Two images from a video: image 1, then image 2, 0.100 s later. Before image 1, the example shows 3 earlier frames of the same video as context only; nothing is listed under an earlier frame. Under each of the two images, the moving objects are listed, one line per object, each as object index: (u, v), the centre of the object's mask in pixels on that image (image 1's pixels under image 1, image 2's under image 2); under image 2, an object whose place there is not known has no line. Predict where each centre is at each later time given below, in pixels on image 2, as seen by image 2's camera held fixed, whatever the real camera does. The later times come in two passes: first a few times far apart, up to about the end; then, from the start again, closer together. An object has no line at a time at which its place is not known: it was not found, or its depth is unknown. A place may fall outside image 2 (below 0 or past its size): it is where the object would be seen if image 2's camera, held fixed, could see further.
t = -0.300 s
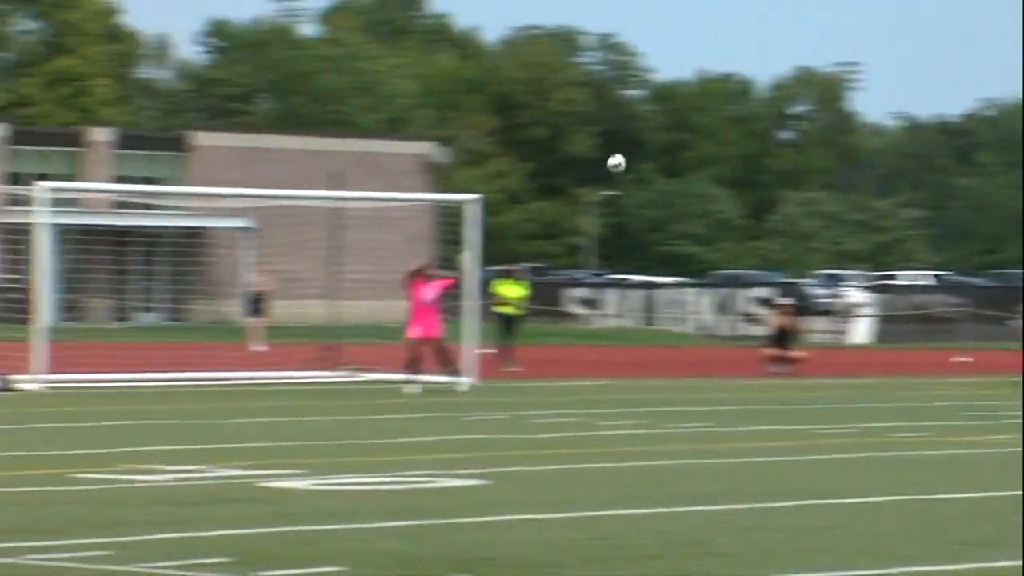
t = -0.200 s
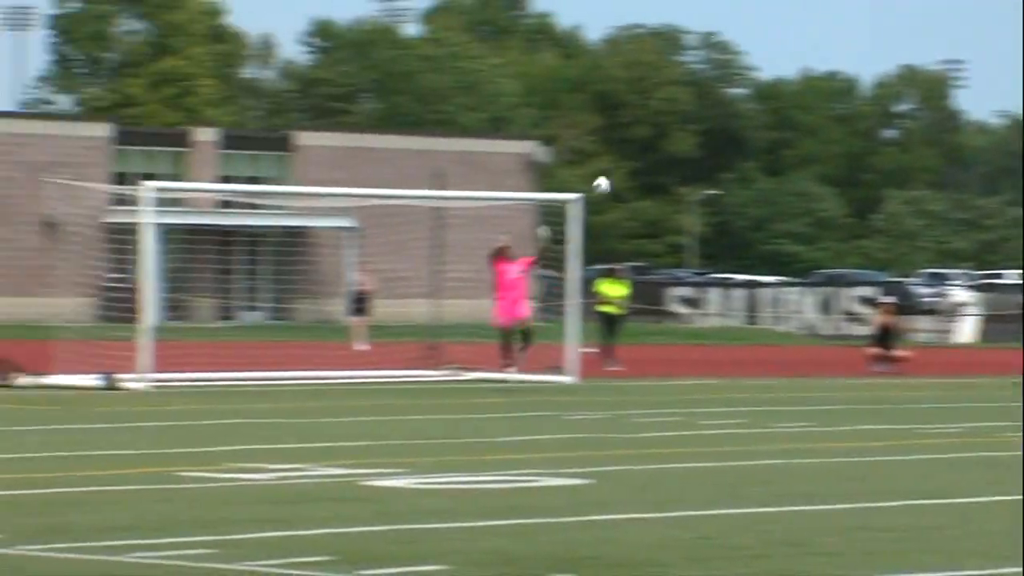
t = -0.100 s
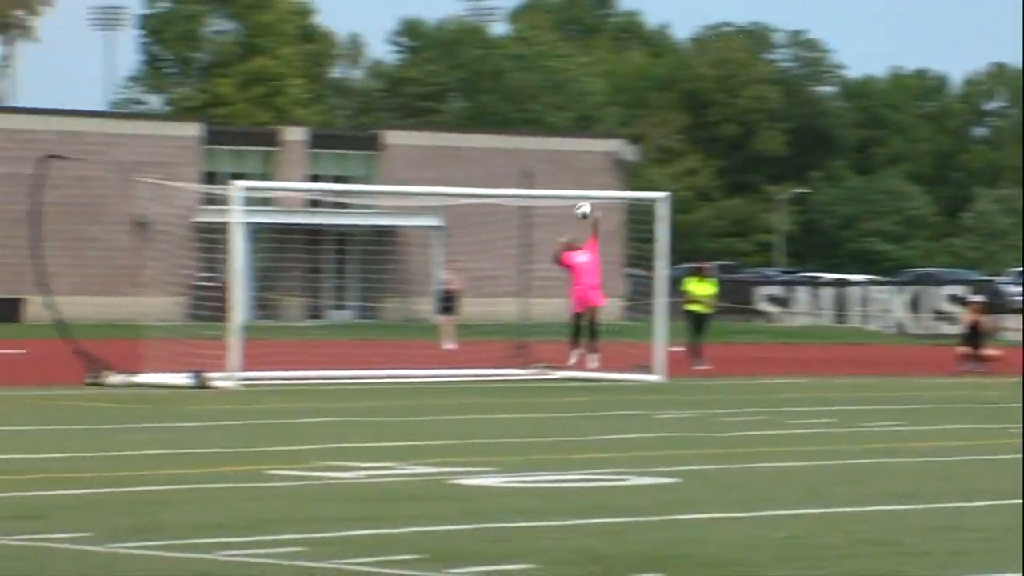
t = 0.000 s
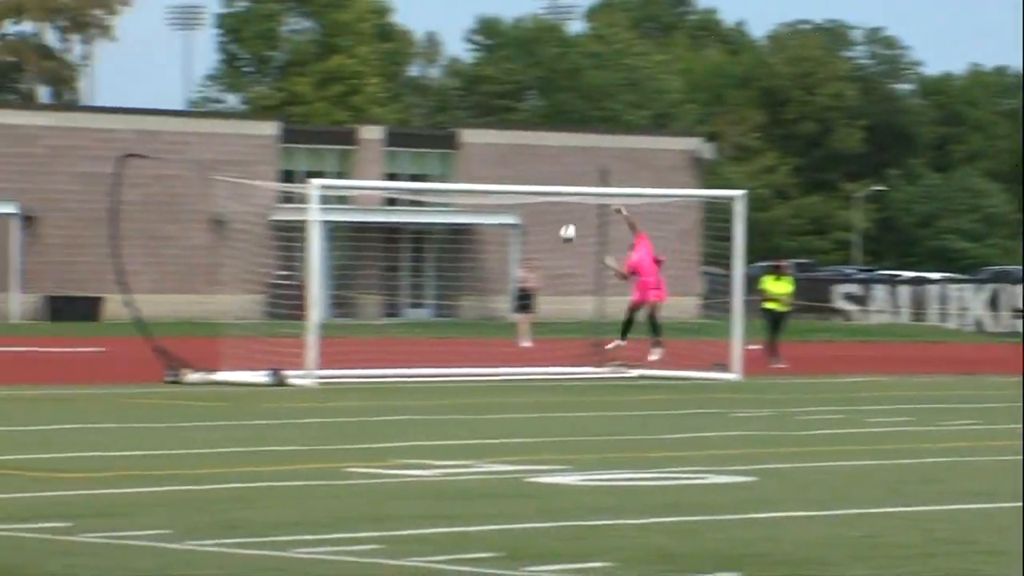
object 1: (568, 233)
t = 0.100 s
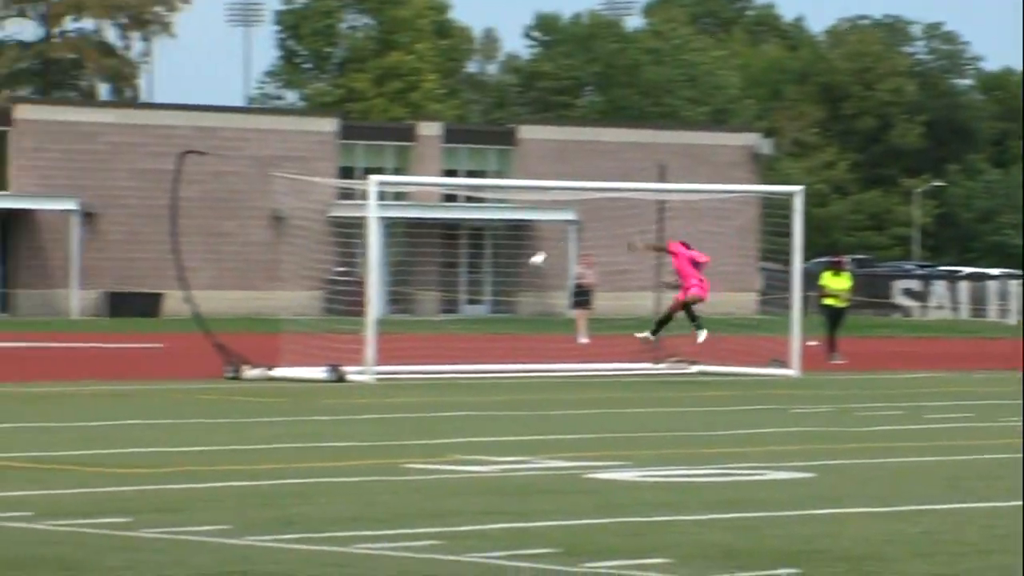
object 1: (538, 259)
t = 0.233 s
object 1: (427, 313)
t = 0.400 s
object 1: (410, 353)
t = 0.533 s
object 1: (437, 358)
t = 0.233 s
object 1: (427, 313)
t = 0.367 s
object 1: (407, 349)
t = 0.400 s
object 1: (410, 353)
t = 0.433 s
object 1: (417, 352)
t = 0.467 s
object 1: (423, 353)
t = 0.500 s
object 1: (430, 355)
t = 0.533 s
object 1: (437, 358)
